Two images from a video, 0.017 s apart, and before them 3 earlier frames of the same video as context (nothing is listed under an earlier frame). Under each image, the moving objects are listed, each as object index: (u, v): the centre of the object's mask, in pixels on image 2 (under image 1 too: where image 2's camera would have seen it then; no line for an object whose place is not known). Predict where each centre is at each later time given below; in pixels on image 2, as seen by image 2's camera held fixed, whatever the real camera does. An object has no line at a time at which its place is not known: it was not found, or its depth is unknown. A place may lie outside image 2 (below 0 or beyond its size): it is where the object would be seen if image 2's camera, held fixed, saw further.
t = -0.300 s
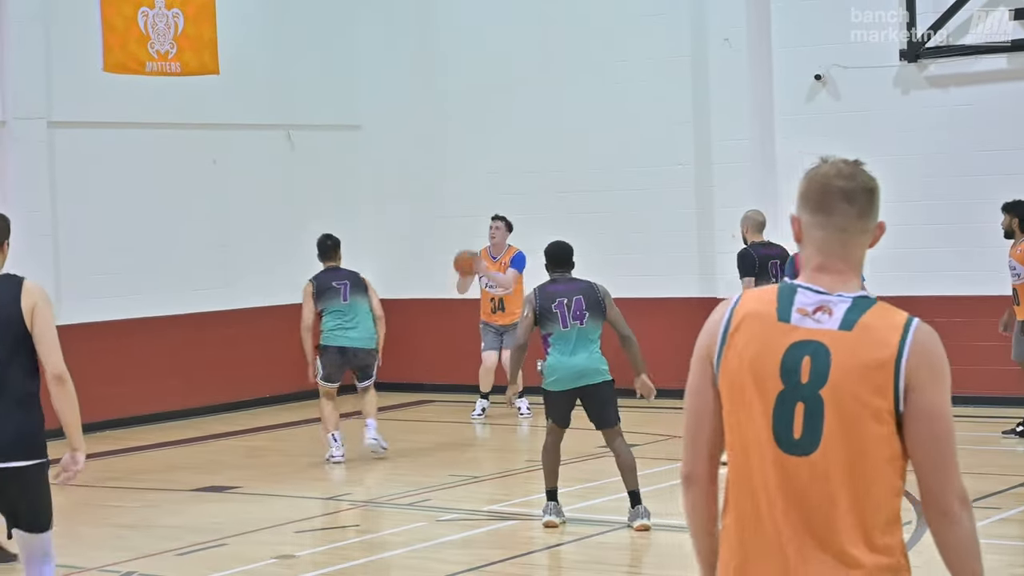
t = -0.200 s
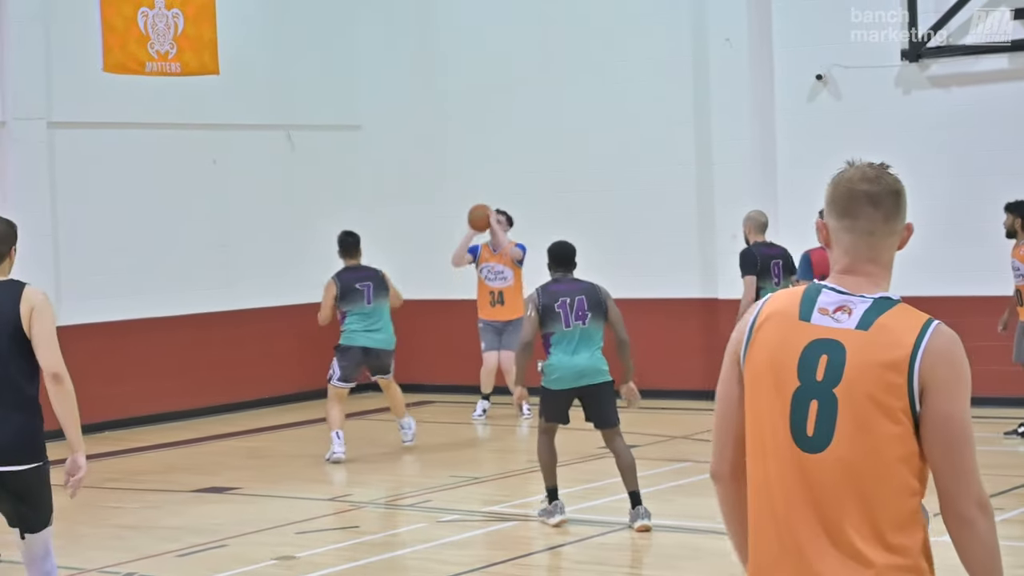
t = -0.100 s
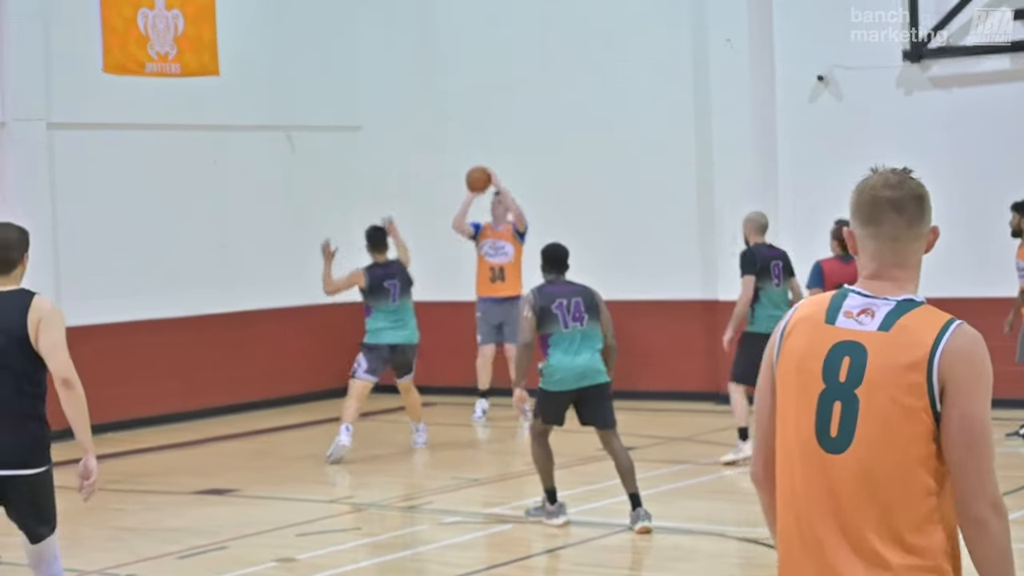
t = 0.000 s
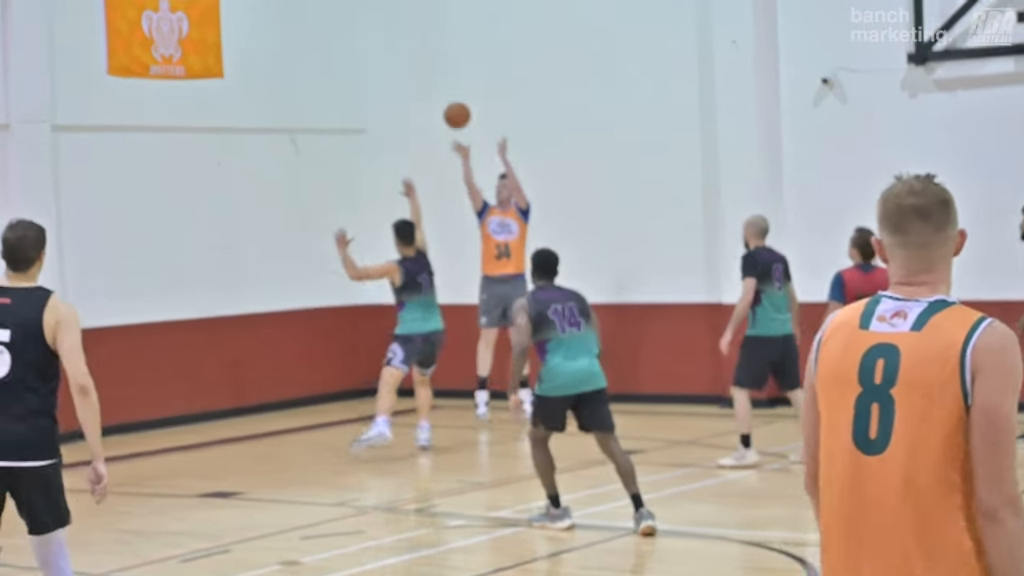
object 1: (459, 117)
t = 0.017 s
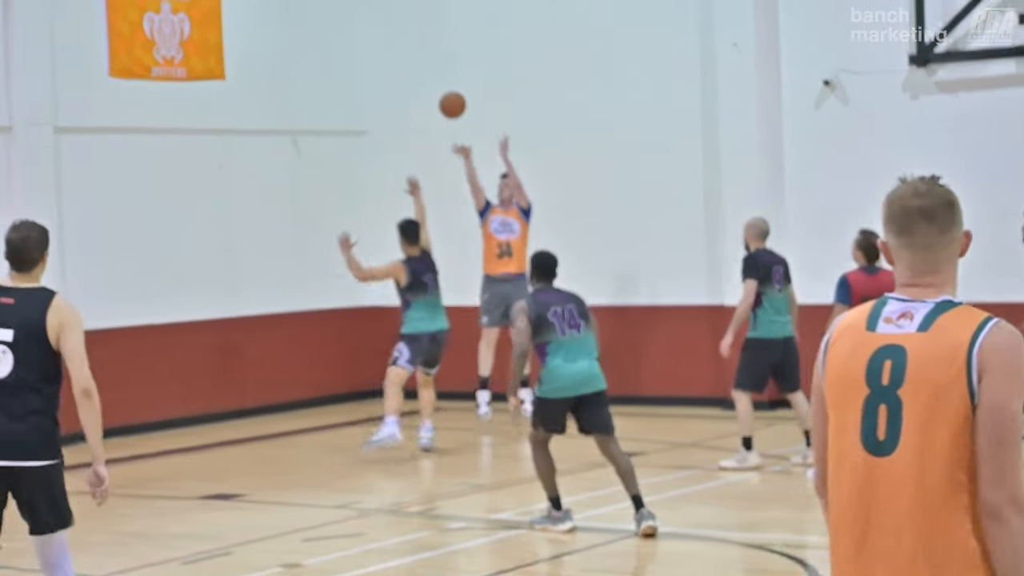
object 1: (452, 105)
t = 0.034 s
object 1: (446, 93)
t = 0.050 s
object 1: (439, 81)
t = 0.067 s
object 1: (433, 70)
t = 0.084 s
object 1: (426, 59)
